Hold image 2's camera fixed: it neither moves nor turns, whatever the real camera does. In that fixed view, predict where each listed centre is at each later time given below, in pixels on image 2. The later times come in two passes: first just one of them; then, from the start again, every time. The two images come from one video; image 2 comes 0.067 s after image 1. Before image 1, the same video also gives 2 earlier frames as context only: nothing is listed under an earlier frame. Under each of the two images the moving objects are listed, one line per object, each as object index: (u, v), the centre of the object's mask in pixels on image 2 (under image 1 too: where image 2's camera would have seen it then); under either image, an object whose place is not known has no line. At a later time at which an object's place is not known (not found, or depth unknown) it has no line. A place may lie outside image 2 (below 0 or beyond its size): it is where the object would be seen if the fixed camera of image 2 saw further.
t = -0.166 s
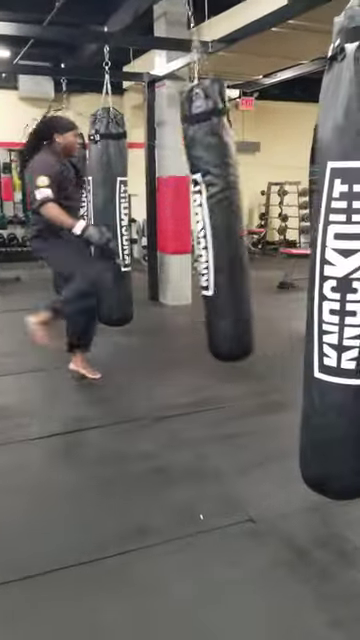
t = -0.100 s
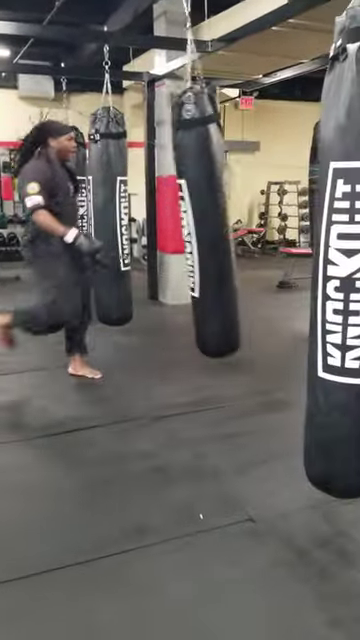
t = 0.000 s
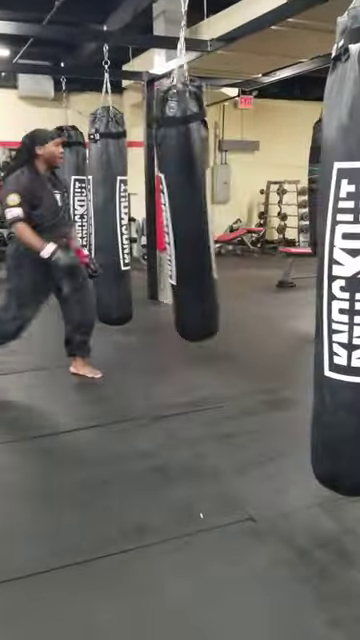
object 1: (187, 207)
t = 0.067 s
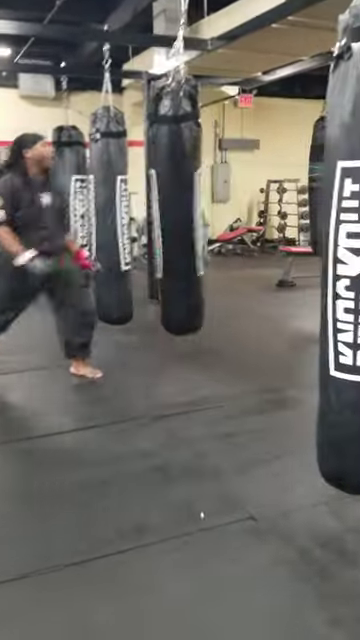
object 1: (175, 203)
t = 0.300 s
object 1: (150, 204)
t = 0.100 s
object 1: (170, 203)
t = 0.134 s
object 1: (167, 202)
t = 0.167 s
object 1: (164, 203)
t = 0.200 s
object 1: (160, 204)
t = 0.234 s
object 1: (157, 206)
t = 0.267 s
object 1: (153, 206)
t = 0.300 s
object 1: (150, 204)
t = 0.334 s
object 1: (146, 203)
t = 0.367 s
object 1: (143, 202)
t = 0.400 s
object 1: (139, 204)
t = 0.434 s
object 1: (136, 205)
